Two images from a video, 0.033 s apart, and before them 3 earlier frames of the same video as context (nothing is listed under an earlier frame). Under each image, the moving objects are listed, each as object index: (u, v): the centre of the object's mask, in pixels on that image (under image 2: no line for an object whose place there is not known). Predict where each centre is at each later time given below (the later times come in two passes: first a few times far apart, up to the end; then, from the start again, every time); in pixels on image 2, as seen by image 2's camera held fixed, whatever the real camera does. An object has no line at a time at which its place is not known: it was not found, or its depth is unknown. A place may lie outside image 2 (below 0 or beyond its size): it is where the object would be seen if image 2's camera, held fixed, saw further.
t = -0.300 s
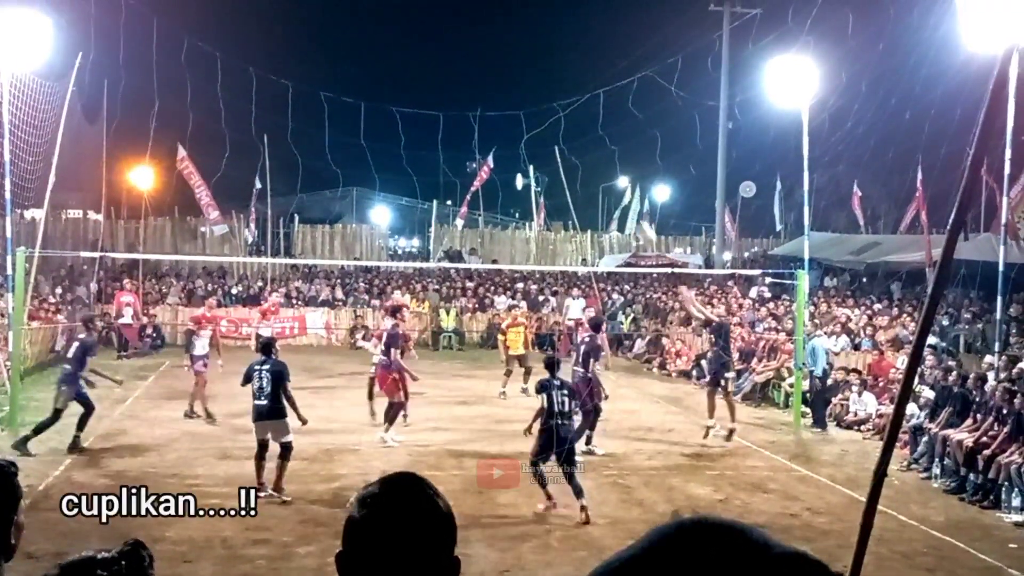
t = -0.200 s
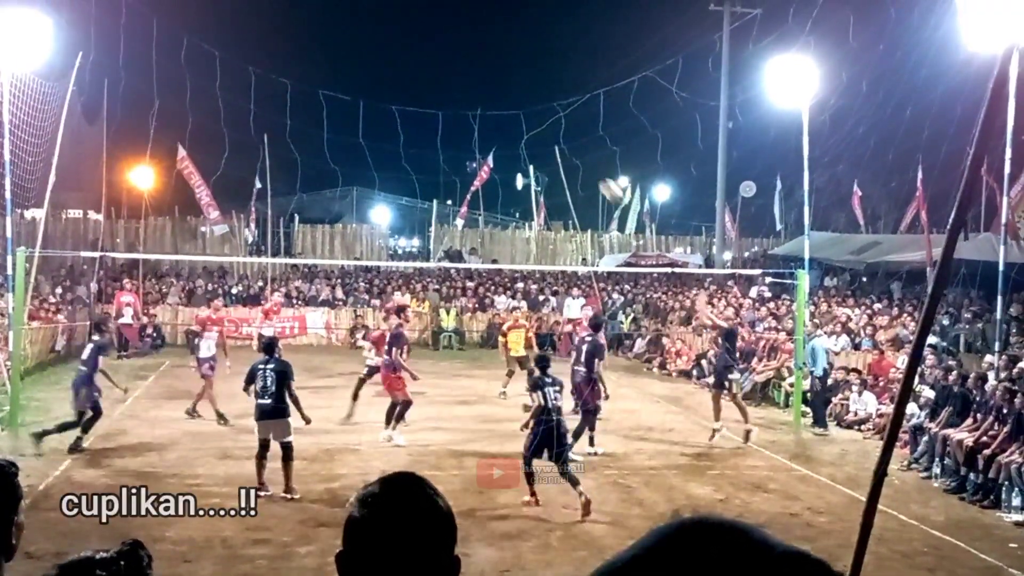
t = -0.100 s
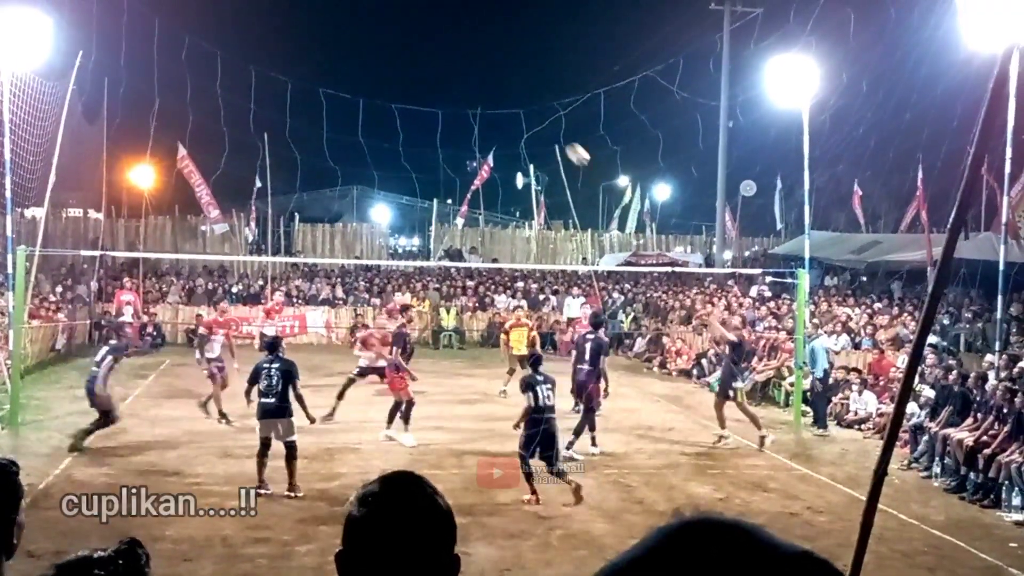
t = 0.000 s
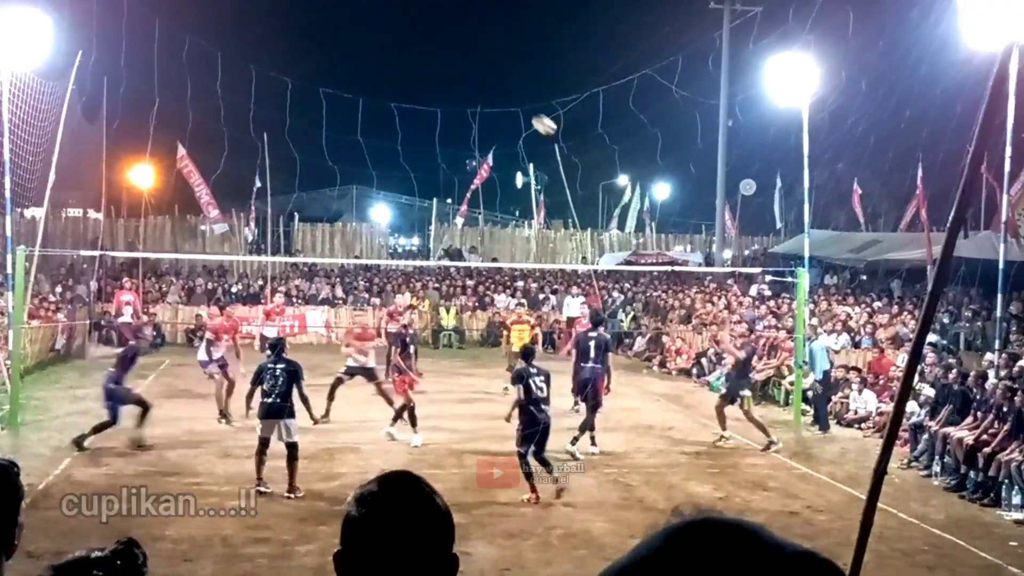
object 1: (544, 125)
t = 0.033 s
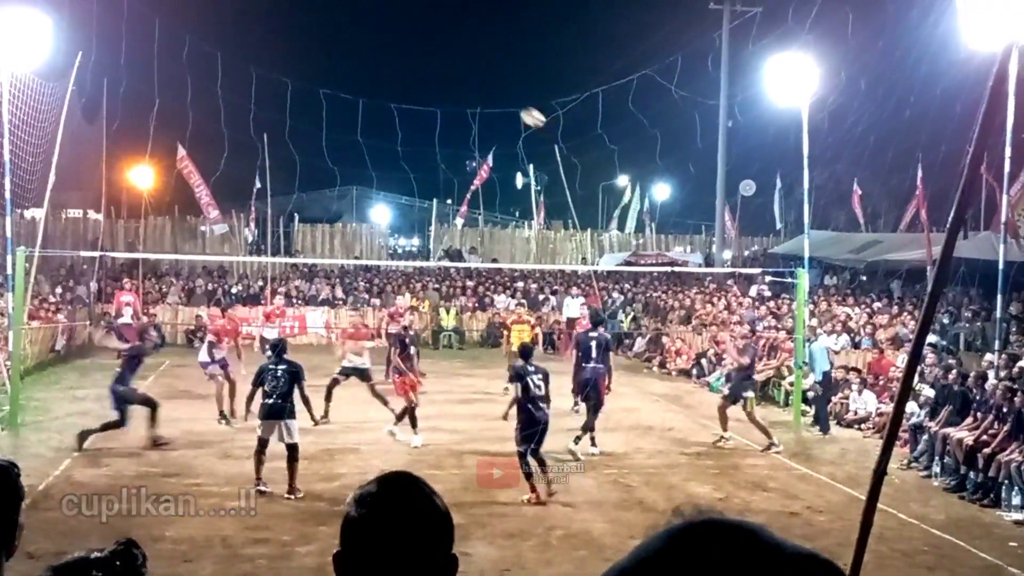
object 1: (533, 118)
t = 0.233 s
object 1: (466, 86)
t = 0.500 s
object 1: (379, 88)
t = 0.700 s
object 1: (313, 126)
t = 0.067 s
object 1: (521, 110)
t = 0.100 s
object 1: (511, 104)
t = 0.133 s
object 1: (500, 98)
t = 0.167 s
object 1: (489, 93)
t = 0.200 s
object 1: (477, 89)
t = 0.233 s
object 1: (466, 86)
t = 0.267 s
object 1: (455, 83)
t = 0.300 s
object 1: (444, 81)
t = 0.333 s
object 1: (434, 80)
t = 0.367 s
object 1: (422, 80)
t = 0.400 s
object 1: (412, 81)
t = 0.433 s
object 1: (401, 83)
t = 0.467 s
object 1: (389, 85)
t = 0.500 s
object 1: (379, 88)
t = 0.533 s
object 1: (367, 92)
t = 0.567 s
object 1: (356, 97)
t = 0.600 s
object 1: (345, 103)
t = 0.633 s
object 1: (334, 110)
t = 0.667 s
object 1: (323, 117)
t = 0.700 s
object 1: (313, 126)
